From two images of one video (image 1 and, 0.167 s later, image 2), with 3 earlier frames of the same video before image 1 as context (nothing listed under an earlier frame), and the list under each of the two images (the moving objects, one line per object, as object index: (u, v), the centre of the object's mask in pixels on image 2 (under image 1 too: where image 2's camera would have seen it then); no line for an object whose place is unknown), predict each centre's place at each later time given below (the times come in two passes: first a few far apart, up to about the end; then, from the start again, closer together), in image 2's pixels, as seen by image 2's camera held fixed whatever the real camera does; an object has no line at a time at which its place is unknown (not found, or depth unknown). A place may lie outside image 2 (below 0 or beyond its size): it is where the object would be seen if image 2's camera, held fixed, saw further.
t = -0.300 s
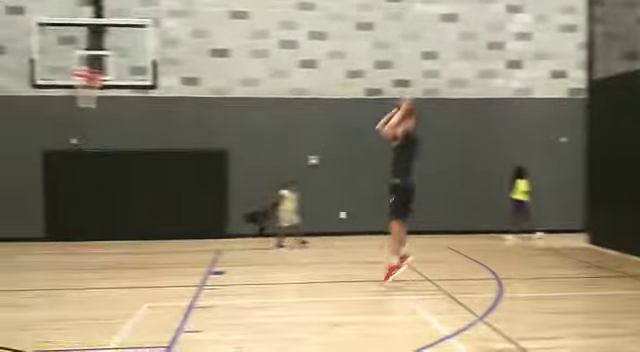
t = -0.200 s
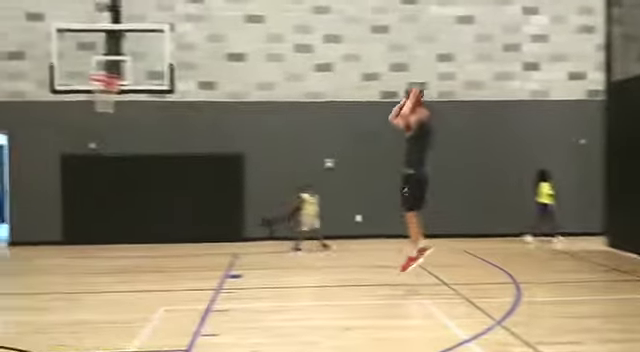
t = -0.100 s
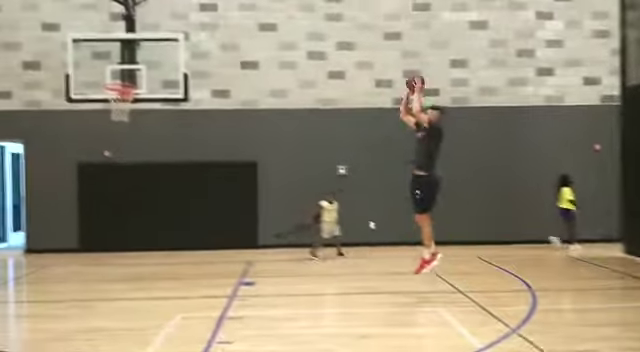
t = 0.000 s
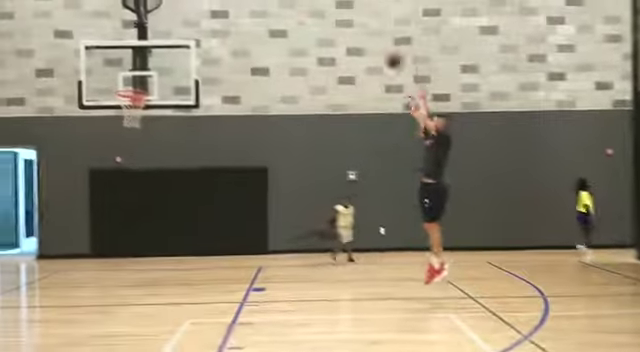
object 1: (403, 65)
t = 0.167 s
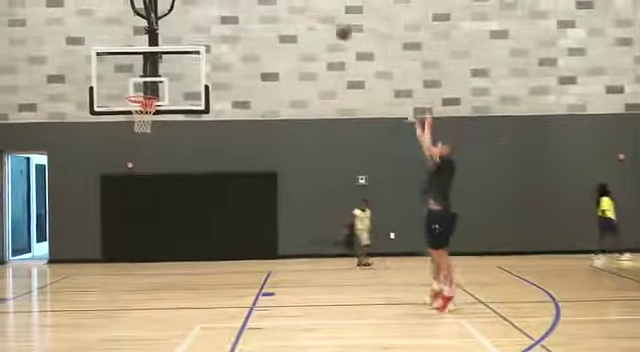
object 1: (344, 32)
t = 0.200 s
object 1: (332, 28)
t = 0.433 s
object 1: (259, 22)
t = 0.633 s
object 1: (204, 46)
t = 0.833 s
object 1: (152, 88)
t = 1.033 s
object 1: (149, 110)
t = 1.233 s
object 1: (155, 114)
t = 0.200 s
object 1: (332, 28)
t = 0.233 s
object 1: (321, 24)
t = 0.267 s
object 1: (310, 22)
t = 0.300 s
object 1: (299, 21)
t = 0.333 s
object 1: (290, 20)
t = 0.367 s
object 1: (279, 20)
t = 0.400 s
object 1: (269, 21)
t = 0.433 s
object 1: (259, 22)
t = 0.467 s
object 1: (249, 25)
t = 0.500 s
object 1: (240, 28)
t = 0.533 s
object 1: (231, 33)
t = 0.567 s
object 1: (222, 36)
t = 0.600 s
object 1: (211, 40)
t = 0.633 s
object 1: (204, 46)
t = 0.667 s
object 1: (193, 52)
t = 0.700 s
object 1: (186, 58)
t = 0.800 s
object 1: (160, 83)
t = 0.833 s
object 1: (152, 88)
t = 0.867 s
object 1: (140, 95)
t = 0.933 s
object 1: (139, 103)
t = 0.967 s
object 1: (141, 107)
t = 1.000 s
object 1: (144, 108)
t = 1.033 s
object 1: (149, 110)
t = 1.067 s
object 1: (152, 111)
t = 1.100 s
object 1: (152, 111)
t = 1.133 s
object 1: (154, 112)
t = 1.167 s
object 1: (154, 112)
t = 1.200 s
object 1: (154, 112)
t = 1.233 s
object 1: (155, 114)
